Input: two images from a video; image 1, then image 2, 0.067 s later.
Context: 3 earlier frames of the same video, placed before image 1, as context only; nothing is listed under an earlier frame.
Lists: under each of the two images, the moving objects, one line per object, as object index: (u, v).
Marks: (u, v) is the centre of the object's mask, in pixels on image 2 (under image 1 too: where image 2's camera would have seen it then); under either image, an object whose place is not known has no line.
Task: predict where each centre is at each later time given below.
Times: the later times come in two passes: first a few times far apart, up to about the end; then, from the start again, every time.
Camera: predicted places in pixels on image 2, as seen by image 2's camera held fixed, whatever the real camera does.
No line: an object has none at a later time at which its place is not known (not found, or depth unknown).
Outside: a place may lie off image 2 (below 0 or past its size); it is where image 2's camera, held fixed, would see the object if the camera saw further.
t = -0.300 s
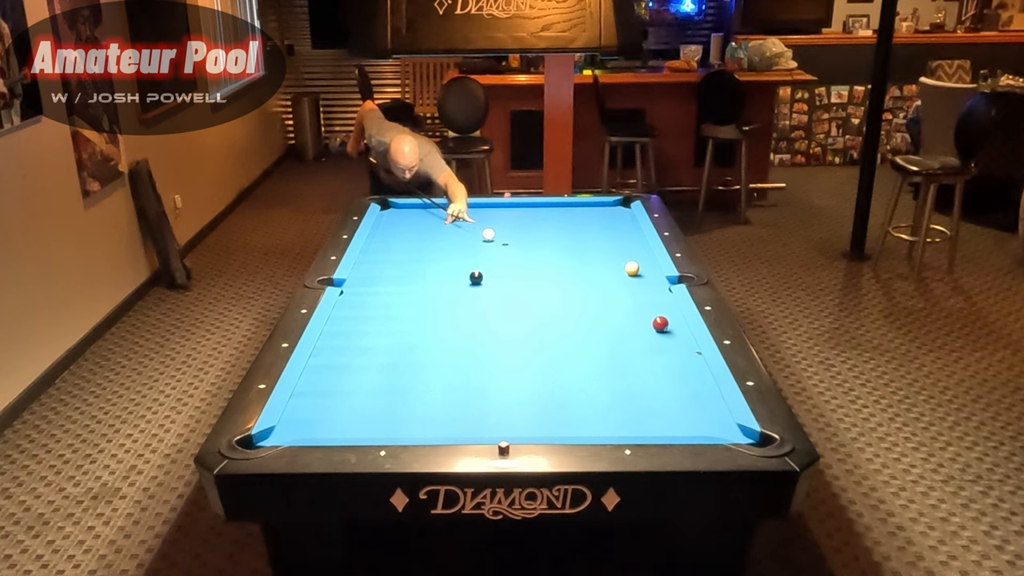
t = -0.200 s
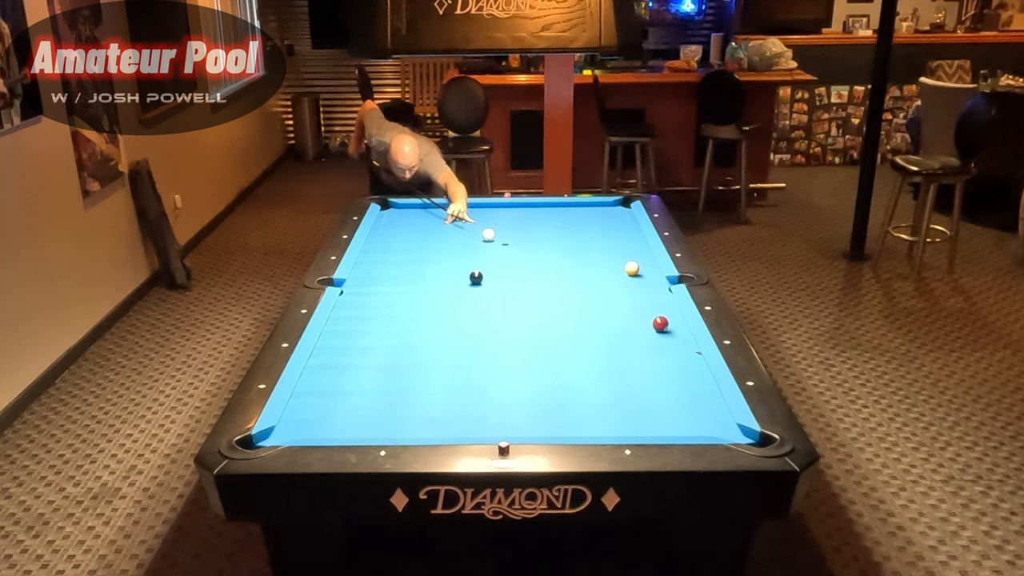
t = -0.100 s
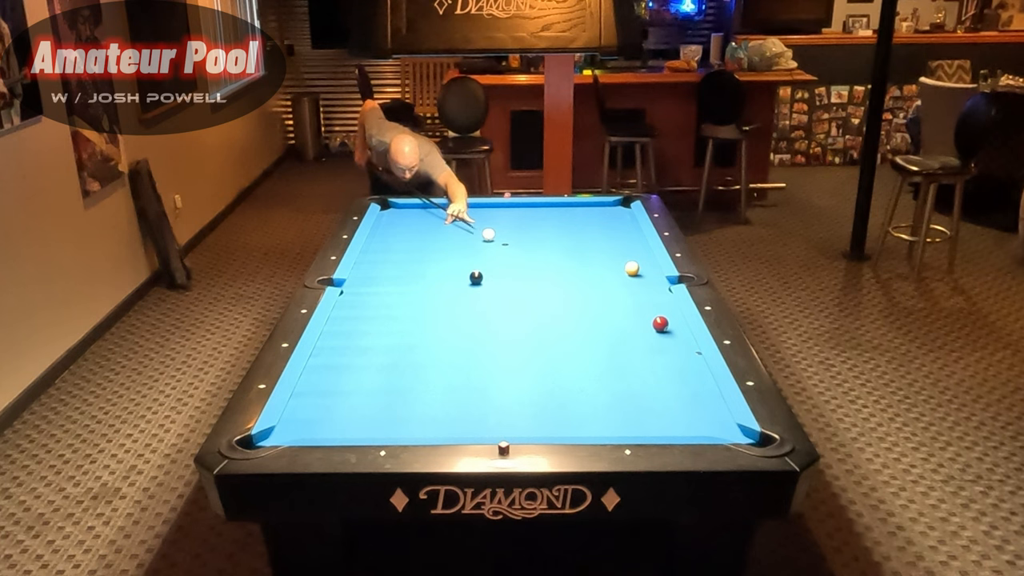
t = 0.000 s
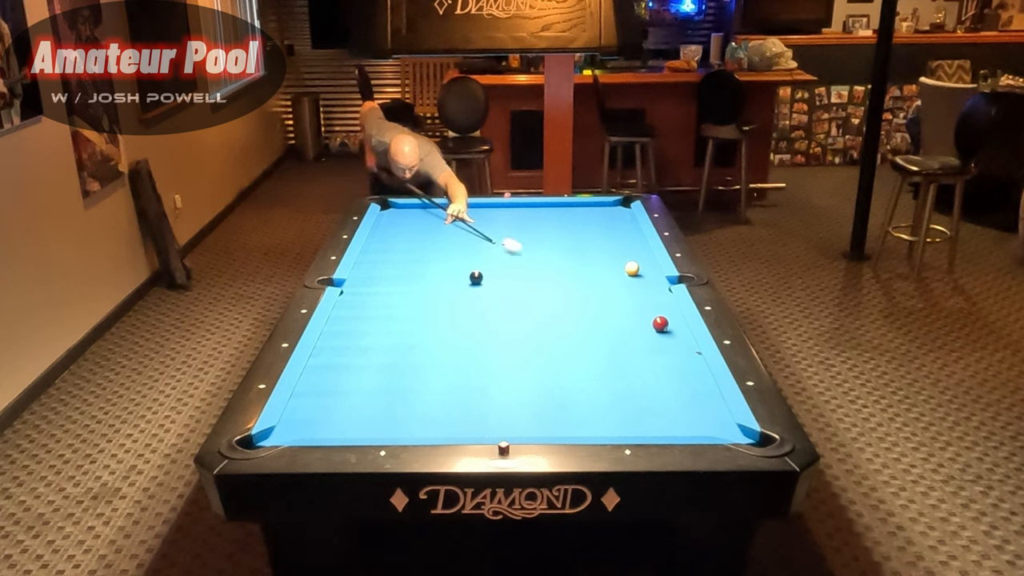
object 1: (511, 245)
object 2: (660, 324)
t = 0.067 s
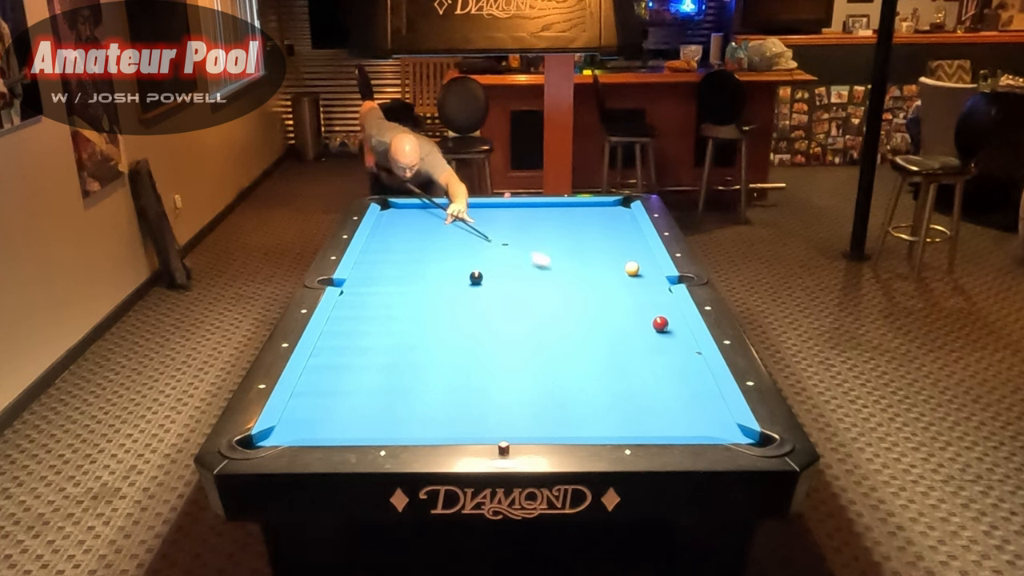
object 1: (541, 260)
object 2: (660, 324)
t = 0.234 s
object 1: (618, 298)
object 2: (660, 324)
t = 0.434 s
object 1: (661, 317)
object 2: (673, 352)
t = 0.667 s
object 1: (614, 318)
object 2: (699, 406)
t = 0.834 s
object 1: (581, 318)
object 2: (727, 428)
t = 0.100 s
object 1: (556, 267)
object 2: (660, 324)
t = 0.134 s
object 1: (571, 275)
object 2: (660, 324)
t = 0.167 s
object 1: (586, 282)
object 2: (660, 324)
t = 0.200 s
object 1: (602, 290)
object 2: (660, 324)
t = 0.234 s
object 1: (618, 298)
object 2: (660, 324)
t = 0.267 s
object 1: (634, 305)
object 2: (660, 324)
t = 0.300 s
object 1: (649, 312)
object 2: (660, 324)
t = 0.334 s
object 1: (665, 316)
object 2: (662, 328)
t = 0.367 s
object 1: (675, 318)
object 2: (666, 336)
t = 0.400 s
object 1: (668, 318)
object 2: (669, 344)
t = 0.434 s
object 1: (661, 317)
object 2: (673, 352)
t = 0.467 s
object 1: (654, 318)
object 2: (677, 360)
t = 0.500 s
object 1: (647, 318)
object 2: (681, 367)
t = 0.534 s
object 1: (641, 318)
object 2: (684, 375)
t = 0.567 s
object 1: (634, 318)
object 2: (688, 383)
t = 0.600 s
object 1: (627, 318)
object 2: (692, 390)
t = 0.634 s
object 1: (621, 318)
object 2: (695, 397)
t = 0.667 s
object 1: (614, 318)
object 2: (699, 406)
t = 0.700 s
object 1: (607, 318)
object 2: (703, 414)
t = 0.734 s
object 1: (601, 318)
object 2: (707, 423)
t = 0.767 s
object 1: (595, 318)
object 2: (711, 429)
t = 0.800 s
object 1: (588, 318)
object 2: (718, 430)
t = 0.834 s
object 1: (581, 318)
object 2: (727, 428)
